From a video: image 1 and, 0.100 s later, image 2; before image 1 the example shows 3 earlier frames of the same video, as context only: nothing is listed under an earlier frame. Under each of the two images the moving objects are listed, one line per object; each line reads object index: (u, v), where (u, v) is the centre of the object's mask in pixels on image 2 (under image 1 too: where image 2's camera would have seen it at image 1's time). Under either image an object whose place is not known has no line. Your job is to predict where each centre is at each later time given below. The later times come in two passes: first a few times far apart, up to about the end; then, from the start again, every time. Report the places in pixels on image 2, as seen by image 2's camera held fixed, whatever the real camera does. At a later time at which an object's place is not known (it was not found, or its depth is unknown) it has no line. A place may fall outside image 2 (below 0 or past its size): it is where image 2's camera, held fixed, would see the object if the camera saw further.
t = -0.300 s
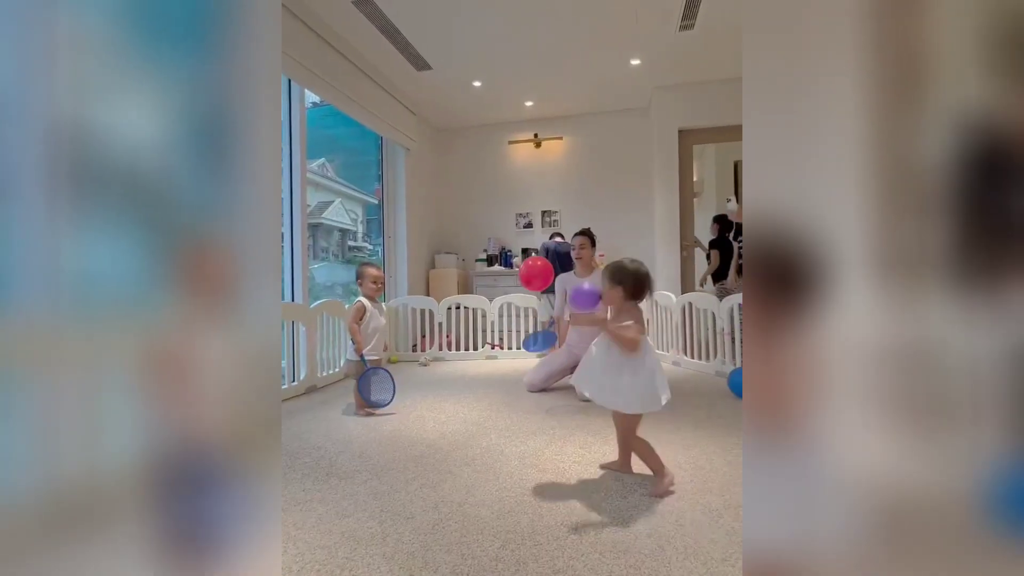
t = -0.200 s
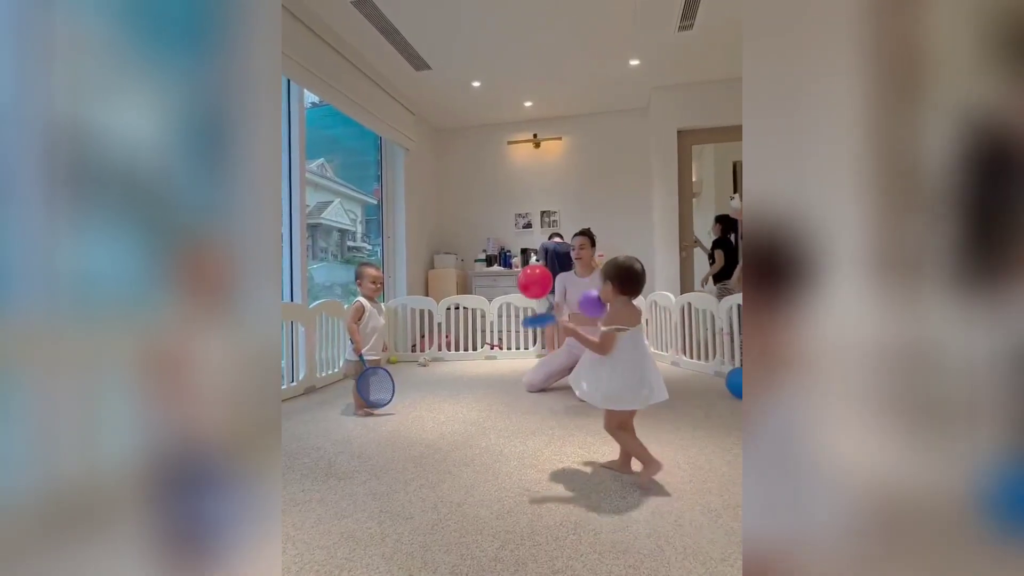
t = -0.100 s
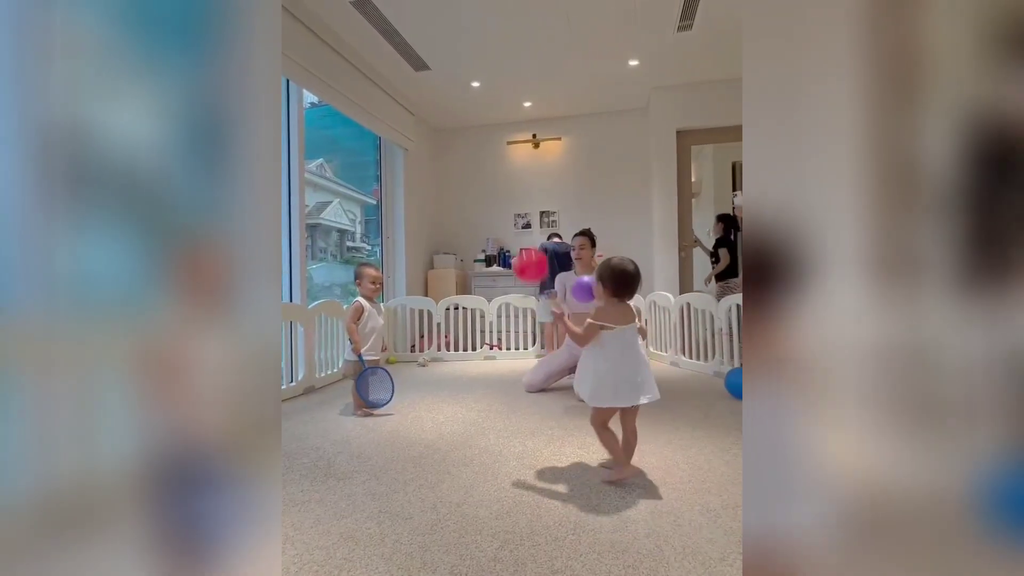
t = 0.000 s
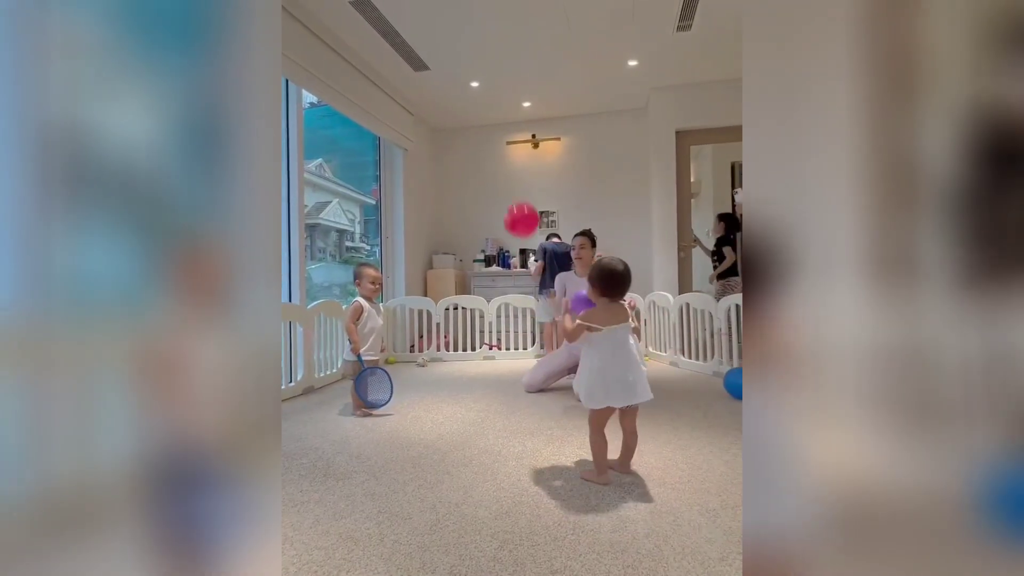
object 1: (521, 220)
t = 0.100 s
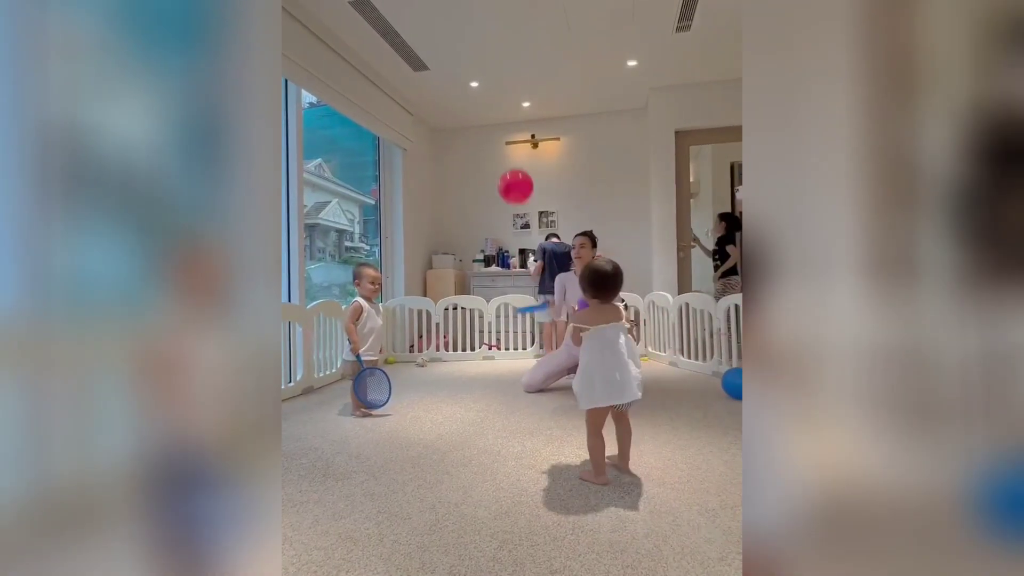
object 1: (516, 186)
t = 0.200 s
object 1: (513, 166)
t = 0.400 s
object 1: (511, 149)
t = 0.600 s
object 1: (509, 147)
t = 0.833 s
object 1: (505, 155)
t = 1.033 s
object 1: (501, 172)
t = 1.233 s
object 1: (499, 201)
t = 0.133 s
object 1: (514, 179)
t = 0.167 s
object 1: (513, 172)
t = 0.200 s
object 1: (513, 166)
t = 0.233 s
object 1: (512, 162)
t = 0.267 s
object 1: (512, 158)
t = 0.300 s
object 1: (511, 155)
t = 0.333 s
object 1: (511, 153)
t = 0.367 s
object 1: (511, 151)
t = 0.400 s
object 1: (511, 149)
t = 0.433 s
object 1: (510, 148)
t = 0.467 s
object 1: (510, 147)
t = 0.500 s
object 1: (510, 147)
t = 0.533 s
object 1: (510, 146)
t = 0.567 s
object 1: (509, 146)
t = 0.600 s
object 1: (509, 147)
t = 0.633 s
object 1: (509, 147)
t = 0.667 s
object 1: (508, 148)
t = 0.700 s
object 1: (508, 149)
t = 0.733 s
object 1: (507, 150)
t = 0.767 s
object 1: (506, 152)
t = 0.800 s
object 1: (506, 153)
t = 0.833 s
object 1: (505, 155)
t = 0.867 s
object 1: (504, 157)
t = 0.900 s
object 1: (504, 160)
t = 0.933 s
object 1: (503, 162)
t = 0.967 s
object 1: (502, 165)
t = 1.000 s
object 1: (502, 169)
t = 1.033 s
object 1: (501, 172)
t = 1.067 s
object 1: (501, 177)
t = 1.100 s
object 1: (500, 181)
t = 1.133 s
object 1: (500, 185)
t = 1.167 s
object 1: (499, 190)
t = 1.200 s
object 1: (499, 196)
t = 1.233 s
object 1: (499, 201)
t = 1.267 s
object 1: (498, 207)
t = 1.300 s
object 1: (498, 213)
